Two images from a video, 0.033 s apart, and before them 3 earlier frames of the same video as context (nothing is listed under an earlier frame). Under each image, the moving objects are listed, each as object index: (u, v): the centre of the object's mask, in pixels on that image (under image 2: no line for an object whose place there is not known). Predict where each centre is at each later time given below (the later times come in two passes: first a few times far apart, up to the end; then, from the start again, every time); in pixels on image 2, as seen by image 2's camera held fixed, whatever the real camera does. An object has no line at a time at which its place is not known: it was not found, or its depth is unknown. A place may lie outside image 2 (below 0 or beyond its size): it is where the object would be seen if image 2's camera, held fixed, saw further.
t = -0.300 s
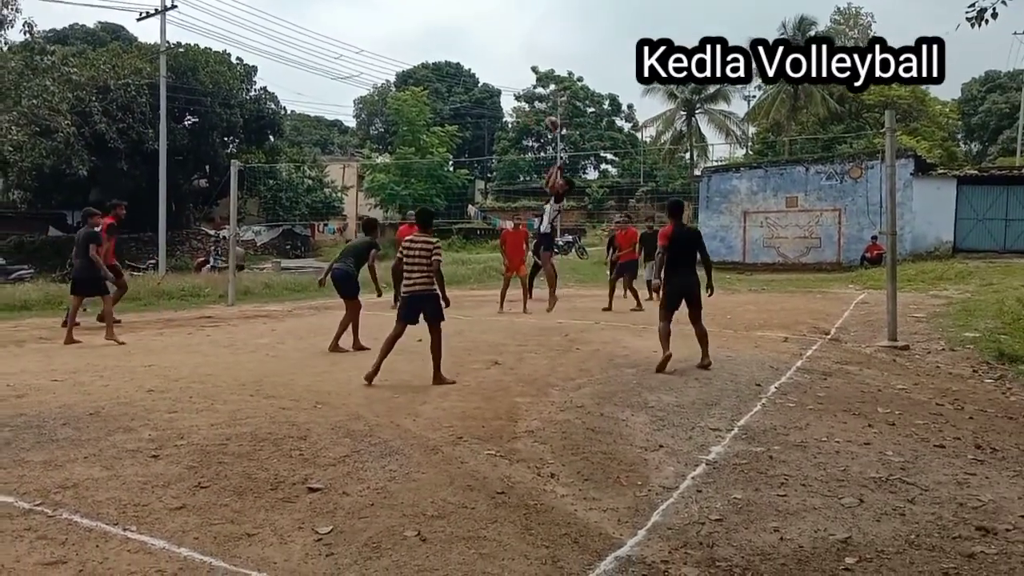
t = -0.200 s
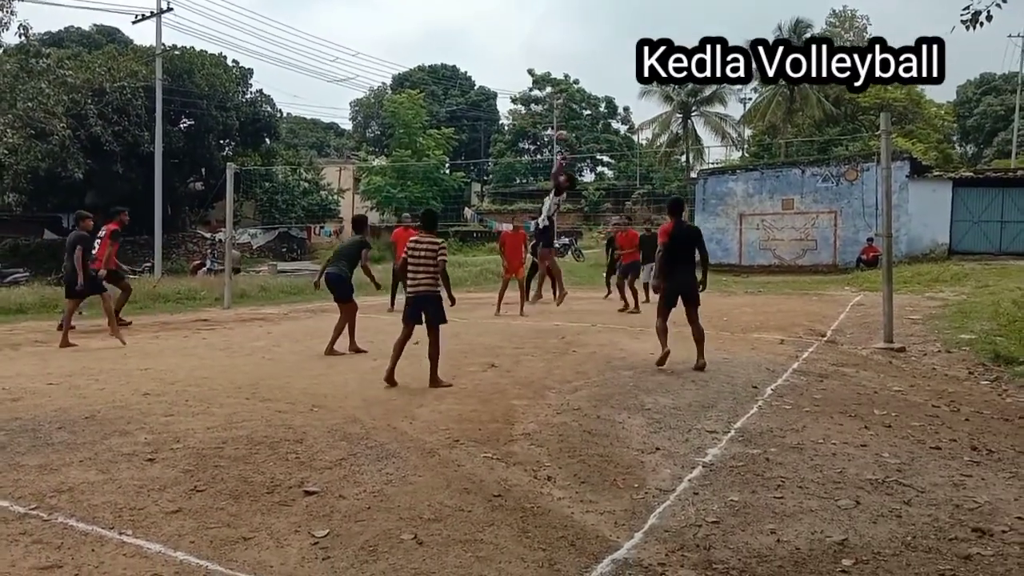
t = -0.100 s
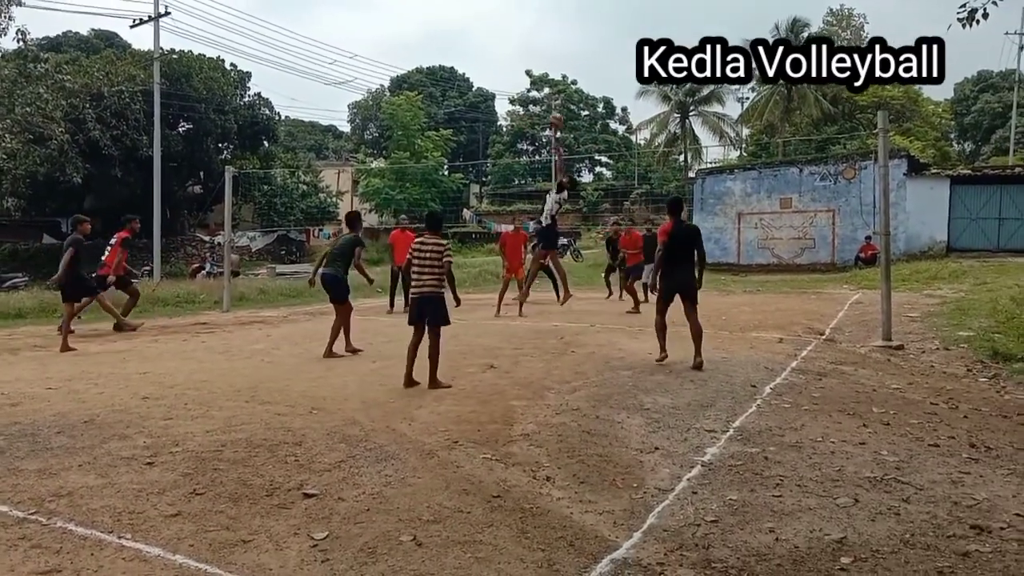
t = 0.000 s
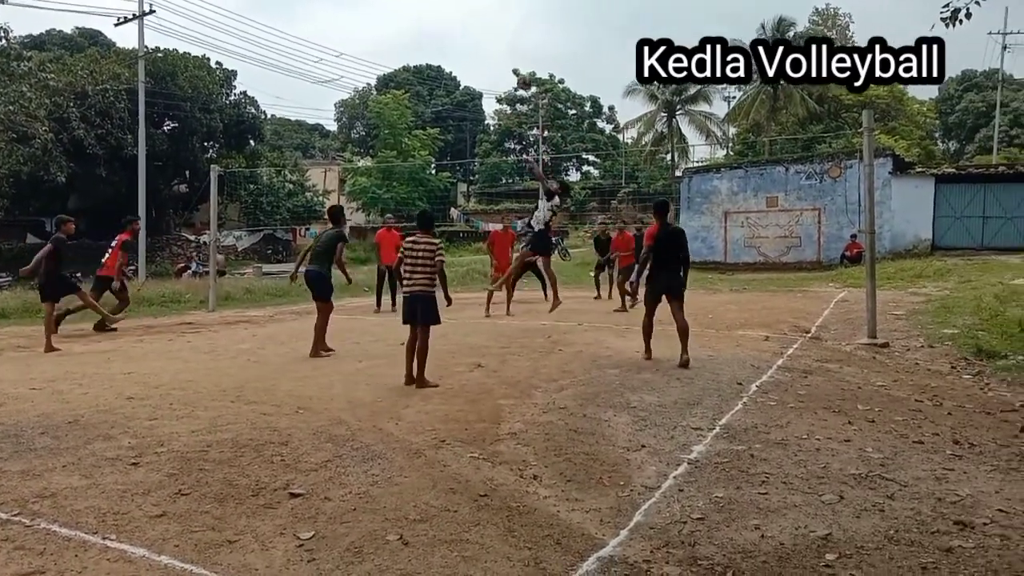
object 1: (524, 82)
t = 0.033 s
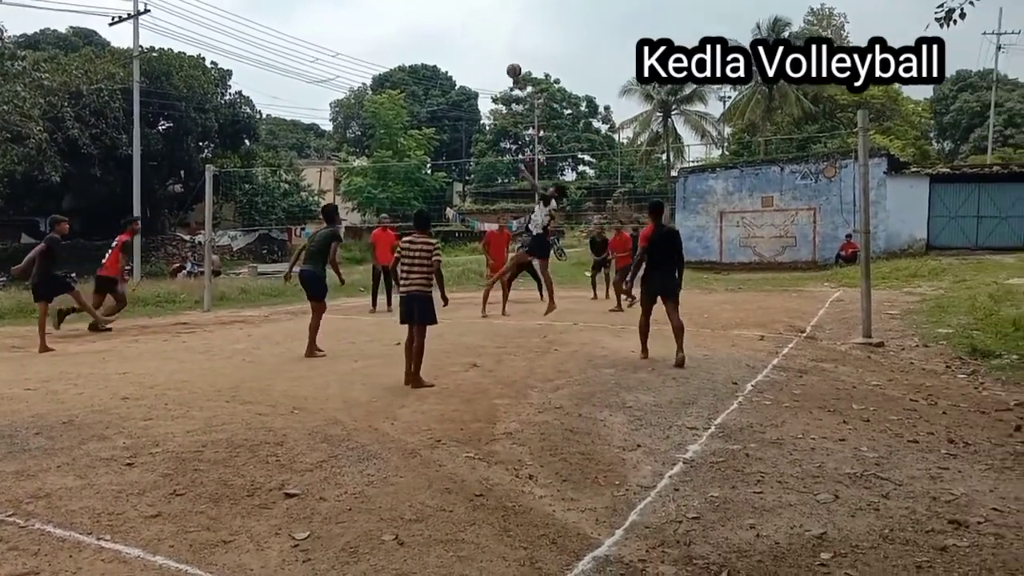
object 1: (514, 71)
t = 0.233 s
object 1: (475, 23)
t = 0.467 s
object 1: (431, 5)
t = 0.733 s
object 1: (383, 34)
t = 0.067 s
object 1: (507, 60)
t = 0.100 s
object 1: (501, 51)
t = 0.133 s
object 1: (494, 43)
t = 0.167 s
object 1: (488, 36)
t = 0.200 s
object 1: (481, 29)
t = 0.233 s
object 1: (475, 23)
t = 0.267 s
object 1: (469, 18)
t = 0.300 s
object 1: (462, 14)
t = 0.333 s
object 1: (456, 10)
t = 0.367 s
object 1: (450, 8)
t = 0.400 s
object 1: (444, 6)
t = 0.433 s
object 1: (437, 5)
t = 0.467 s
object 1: (431, 5)
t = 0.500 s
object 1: (424, 6)
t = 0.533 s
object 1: (419, 8)
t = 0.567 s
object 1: (413, 10)
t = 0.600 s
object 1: (407, 13)
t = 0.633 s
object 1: (400, 17)
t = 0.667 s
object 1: (394, 22)
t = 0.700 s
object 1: (388, 27)
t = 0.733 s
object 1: (383, 34)
